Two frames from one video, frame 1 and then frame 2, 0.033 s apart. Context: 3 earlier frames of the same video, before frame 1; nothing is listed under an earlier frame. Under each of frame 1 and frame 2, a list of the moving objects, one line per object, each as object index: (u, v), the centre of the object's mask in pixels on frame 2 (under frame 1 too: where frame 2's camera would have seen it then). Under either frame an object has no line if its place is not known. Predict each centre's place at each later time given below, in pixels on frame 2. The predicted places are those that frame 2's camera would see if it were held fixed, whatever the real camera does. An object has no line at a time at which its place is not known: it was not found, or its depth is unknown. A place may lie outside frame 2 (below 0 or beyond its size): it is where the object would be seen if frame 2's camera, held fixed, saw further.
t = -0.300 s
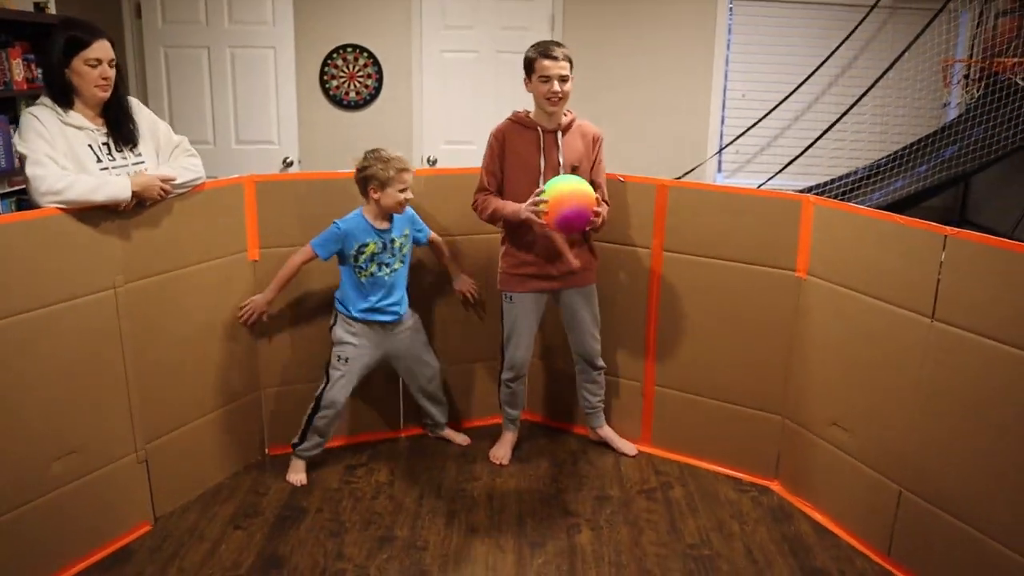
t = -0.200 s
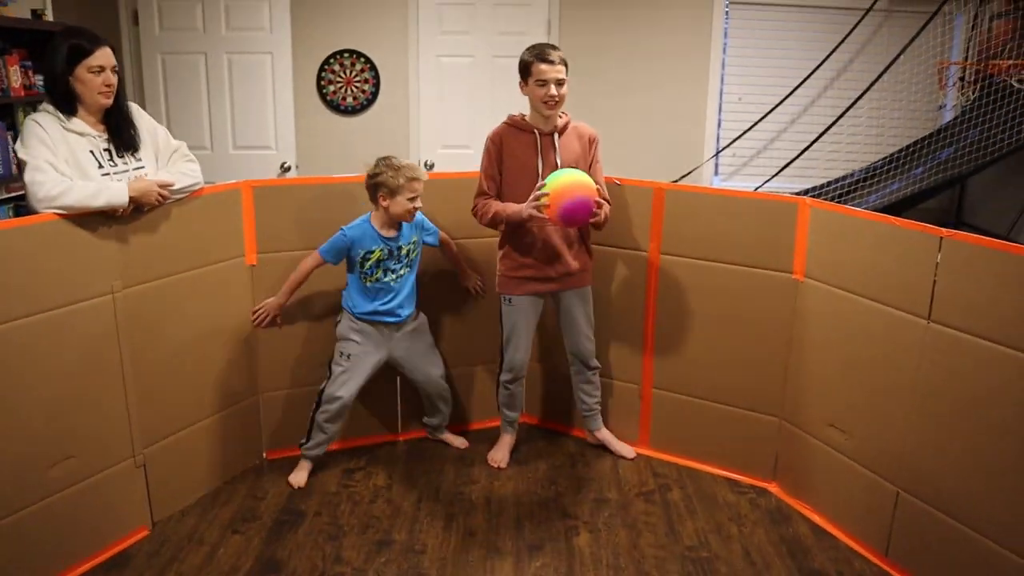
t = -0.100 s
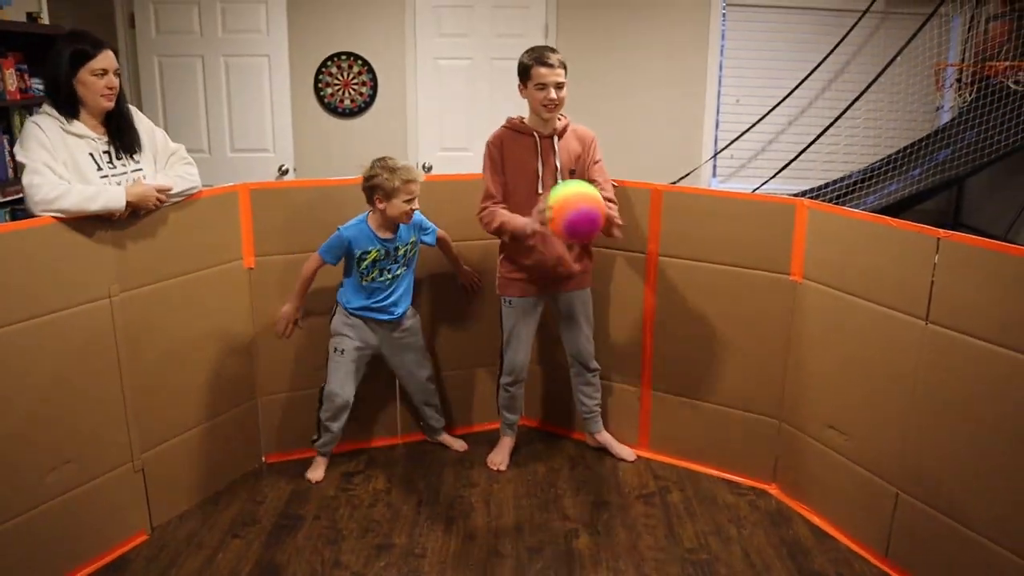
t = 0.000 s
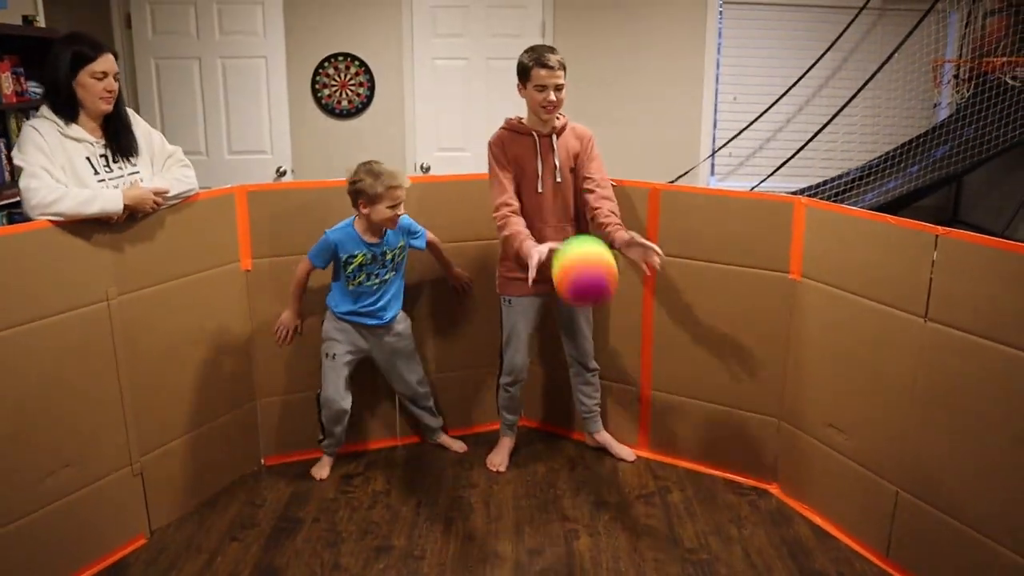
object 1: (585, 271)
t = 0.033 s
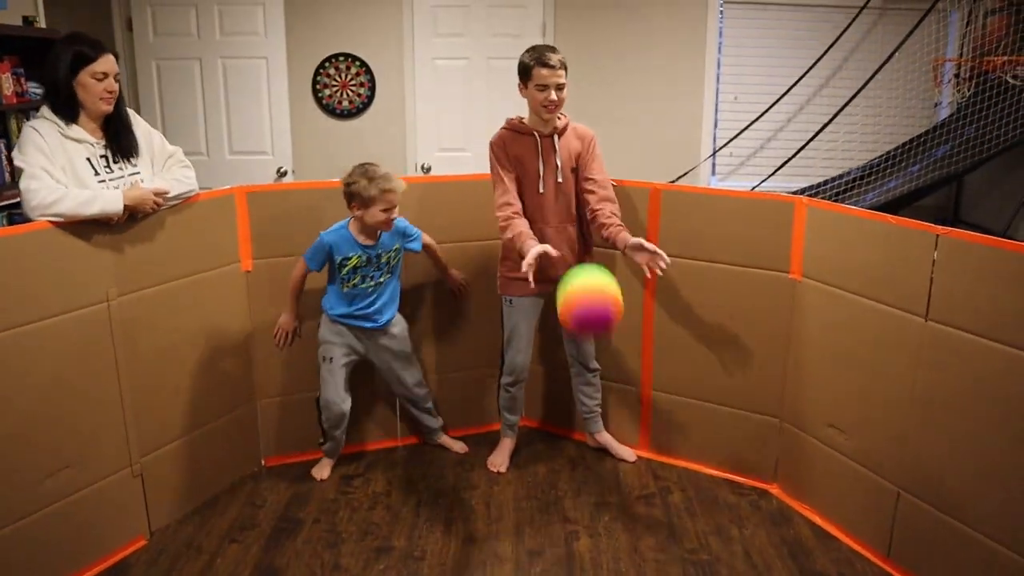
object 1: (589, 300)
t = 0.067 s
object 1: (593, 334)
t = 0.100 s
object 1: (597, 373)
